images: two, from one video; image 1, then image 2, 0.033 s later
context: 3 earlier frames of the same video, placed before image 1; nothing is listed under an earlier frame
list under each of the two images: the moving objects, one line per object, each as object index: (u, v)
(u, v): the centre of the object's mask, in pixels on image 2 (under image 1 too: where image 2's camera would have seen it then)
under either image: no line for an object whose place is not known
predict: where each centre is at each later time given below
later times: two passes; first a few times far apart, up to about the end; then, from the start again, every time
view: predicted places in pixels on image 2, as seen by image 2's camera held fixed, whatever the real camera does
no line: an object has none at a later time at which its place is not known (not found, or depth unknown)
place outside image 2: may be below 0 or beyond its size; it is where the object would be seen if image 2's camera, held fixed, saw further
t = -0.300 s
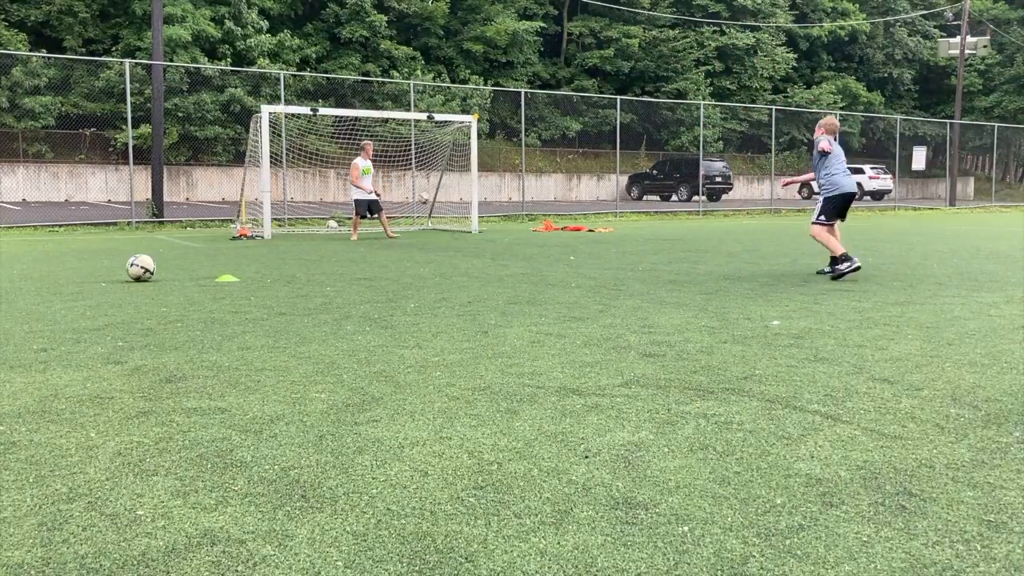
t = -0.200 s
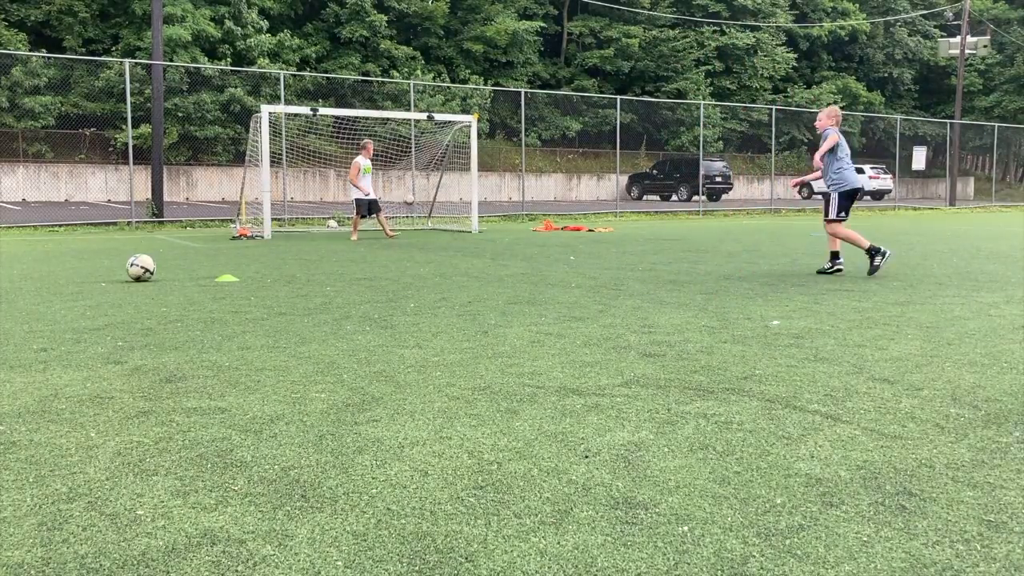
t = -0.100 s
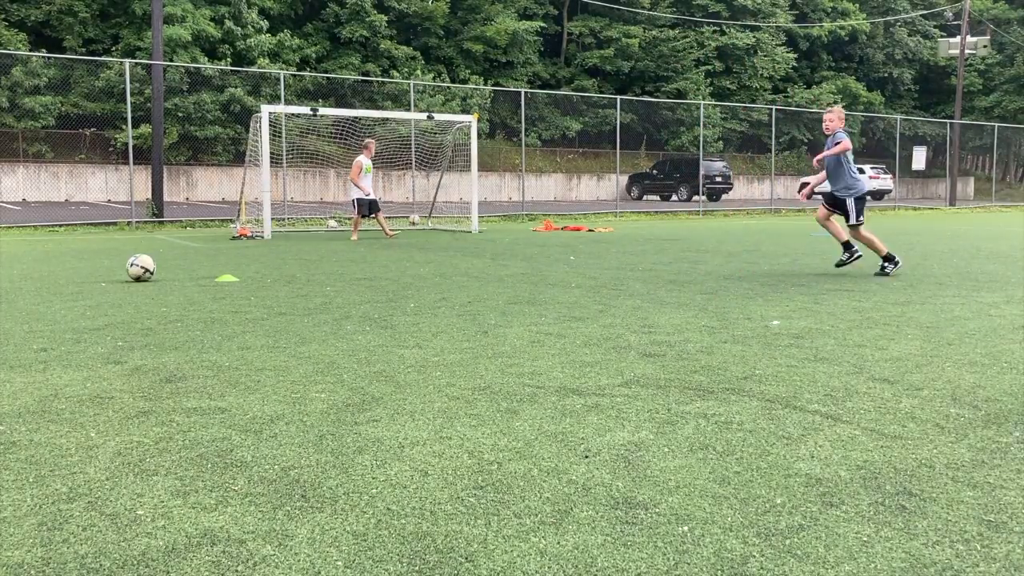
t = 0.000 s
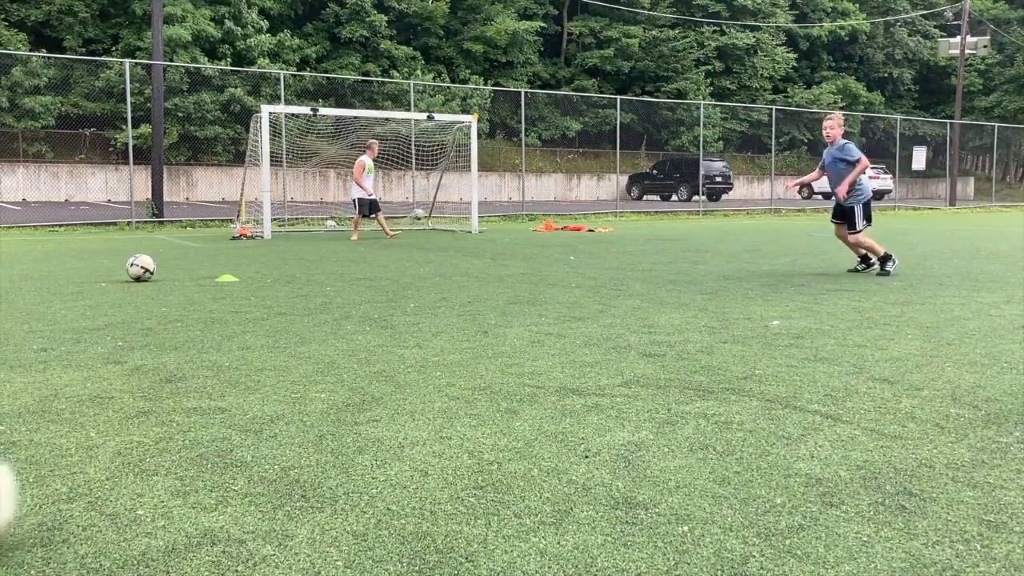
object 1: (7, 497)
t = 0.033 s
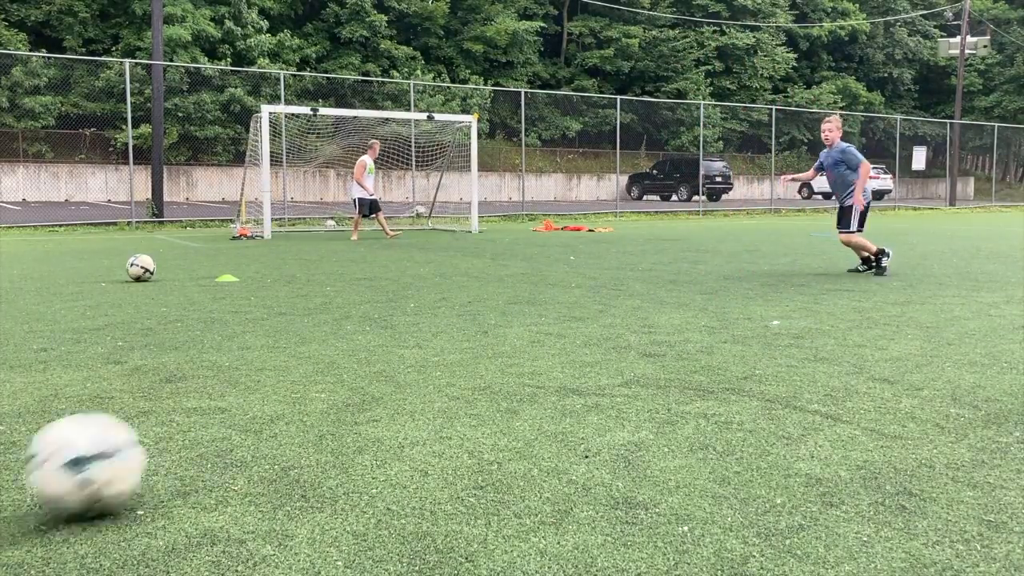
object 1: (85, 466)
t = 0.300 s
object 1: (546, 336)
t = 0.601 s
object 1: (701, 294)
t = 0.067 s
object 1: (187, 433)
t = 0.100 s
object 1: (272, 409)
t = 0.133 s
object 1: (342, 393)
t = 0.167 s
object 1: (397, 377)
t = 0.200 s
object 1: (444, 364)
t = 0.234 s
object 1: (483, 354)
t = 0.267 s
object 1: (517, 345)
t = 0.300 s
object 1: (546, 336)
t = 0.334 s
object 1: (572, 330)
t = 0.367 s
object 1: (593, 324)
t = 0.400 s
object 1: (613, 317)
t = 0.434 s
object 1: (631, 313)
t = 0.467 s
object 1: (648, 309)
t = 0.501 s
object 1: (663, 304)
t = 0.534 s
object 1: (676, 301)
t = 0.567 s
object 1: (689, 298)
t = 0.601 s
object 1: (701, 294)
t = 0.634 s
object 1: (712, 291)
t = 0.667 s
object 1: (723, 289)
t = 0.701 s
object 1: (732, 284)
